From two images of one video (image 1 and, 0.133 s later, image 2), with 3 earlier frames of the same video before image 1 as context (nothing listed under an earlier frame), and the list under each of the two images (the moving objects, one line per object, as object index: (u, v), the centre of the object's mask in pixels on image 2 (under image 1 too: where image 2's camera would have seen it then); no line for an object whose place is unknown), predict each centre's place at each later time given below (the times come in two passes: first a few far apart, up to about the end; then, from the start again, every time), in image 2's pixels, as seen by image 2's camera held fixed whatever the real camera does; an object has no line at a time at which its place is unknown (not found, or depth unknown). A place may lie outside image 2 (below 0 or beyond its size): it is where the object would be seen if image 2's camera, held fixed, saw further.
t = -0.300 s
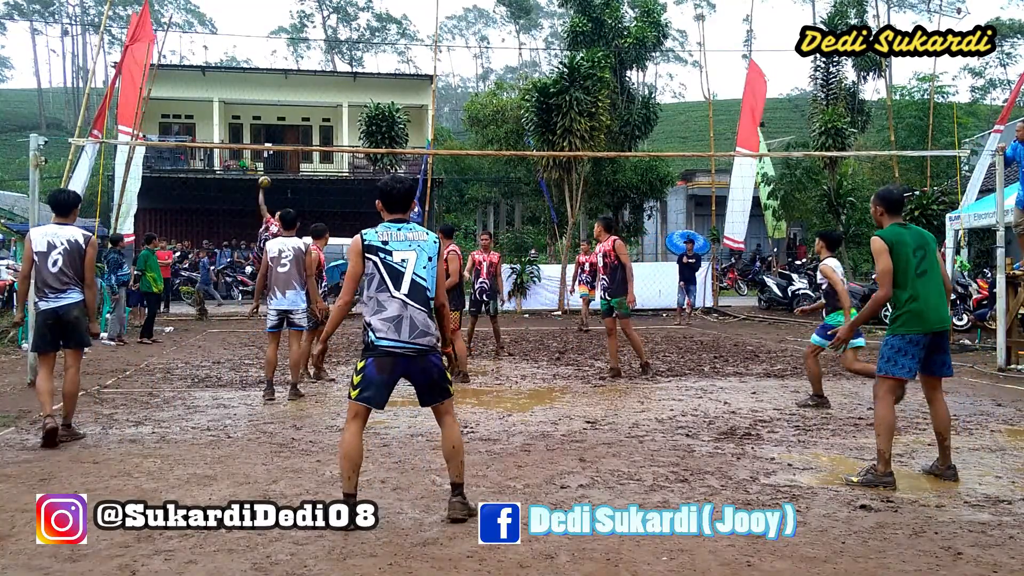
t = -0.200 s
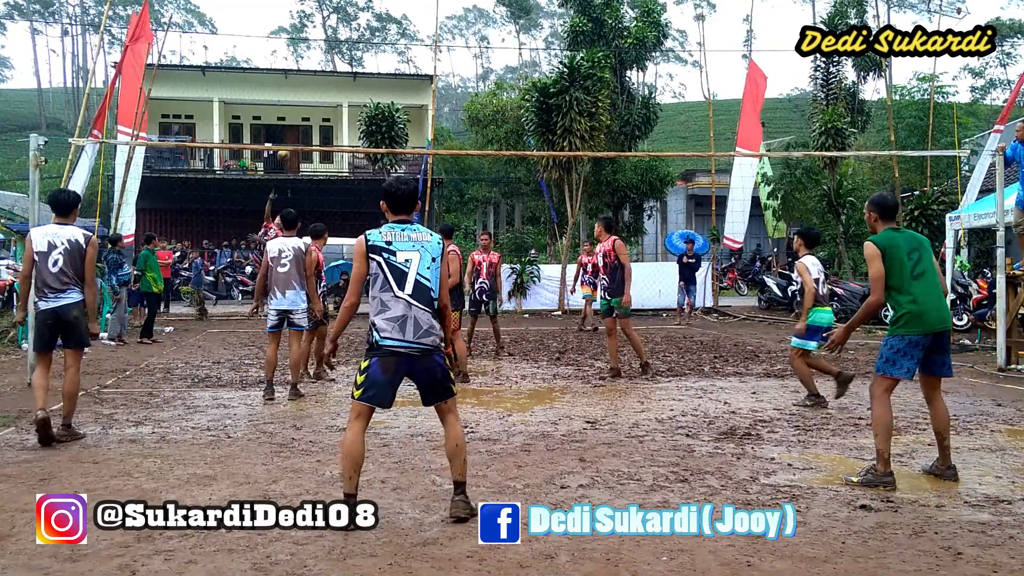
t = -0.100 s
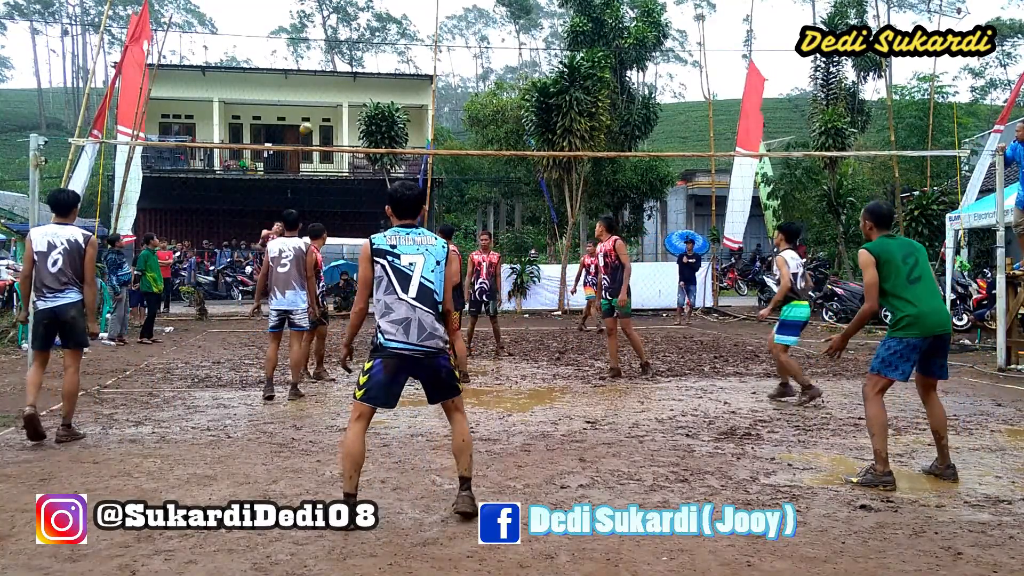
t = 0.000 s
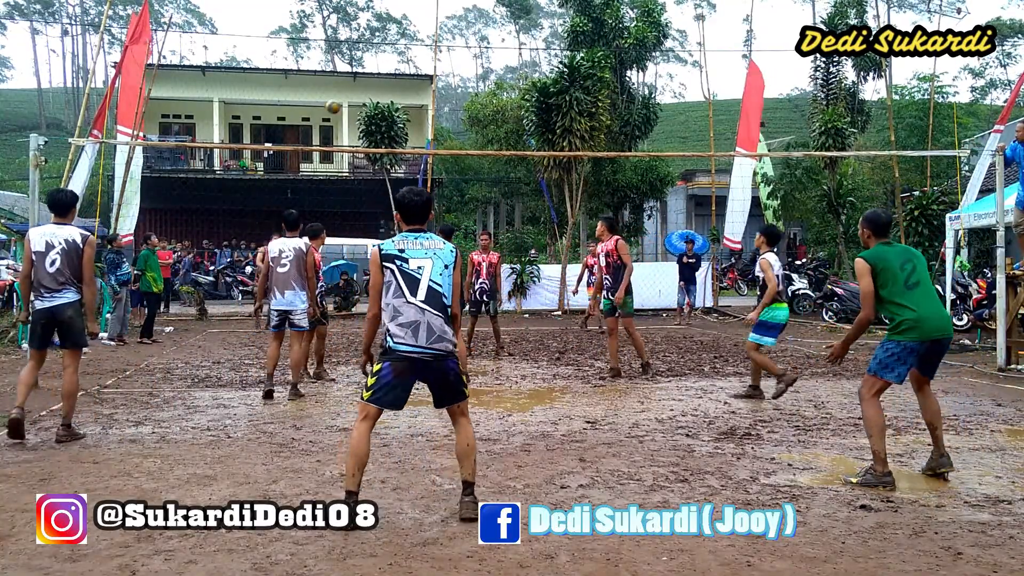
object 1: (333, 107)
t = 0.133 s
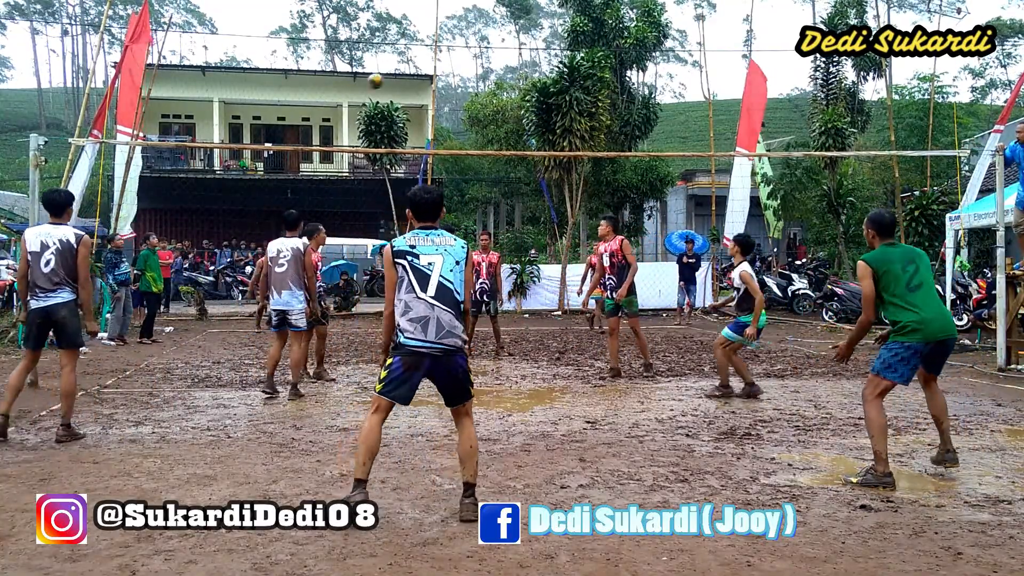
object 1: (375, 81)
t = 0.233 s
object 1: (412, 67)
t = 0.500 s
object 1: (541, 60)
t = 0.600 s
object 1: (605, 72)
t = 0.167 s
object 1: (388, 77)
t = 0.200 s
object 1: (399, 72)
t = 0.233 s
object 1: (412, 67)
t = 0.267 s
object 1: (425, 64)
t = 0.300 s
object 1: (440, 61)
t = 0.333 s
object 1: (454, 58)
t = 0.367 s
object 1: (470, 57)
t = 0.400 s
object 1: (486, 57)
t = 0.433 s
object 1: (503, 57)
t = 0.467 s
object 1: (522, 57)
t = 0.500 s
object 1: (541, 60)
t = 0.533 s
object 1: (562, 62)
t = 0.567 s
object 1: (582, 66)
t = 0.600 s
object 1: (605, 72)
